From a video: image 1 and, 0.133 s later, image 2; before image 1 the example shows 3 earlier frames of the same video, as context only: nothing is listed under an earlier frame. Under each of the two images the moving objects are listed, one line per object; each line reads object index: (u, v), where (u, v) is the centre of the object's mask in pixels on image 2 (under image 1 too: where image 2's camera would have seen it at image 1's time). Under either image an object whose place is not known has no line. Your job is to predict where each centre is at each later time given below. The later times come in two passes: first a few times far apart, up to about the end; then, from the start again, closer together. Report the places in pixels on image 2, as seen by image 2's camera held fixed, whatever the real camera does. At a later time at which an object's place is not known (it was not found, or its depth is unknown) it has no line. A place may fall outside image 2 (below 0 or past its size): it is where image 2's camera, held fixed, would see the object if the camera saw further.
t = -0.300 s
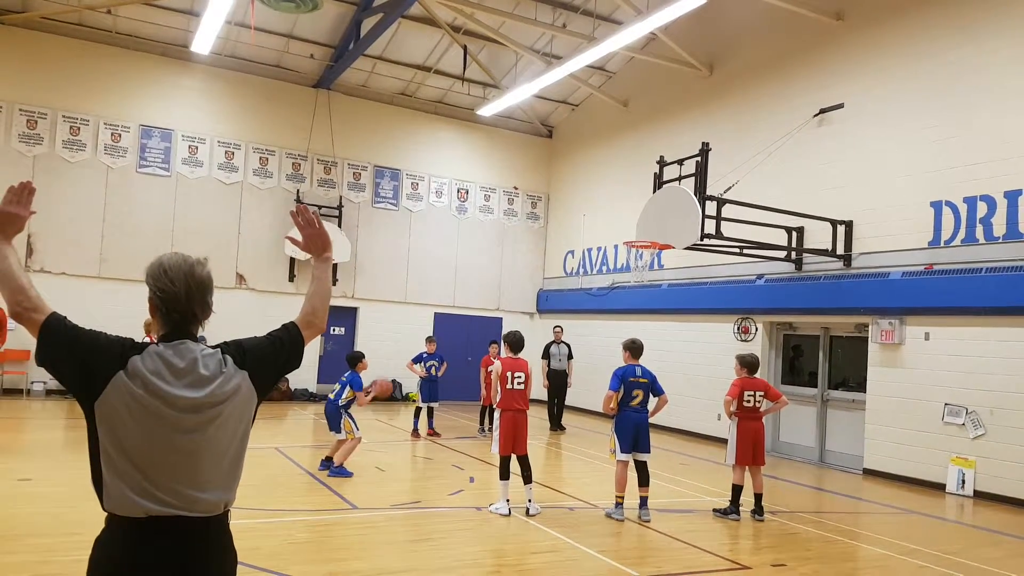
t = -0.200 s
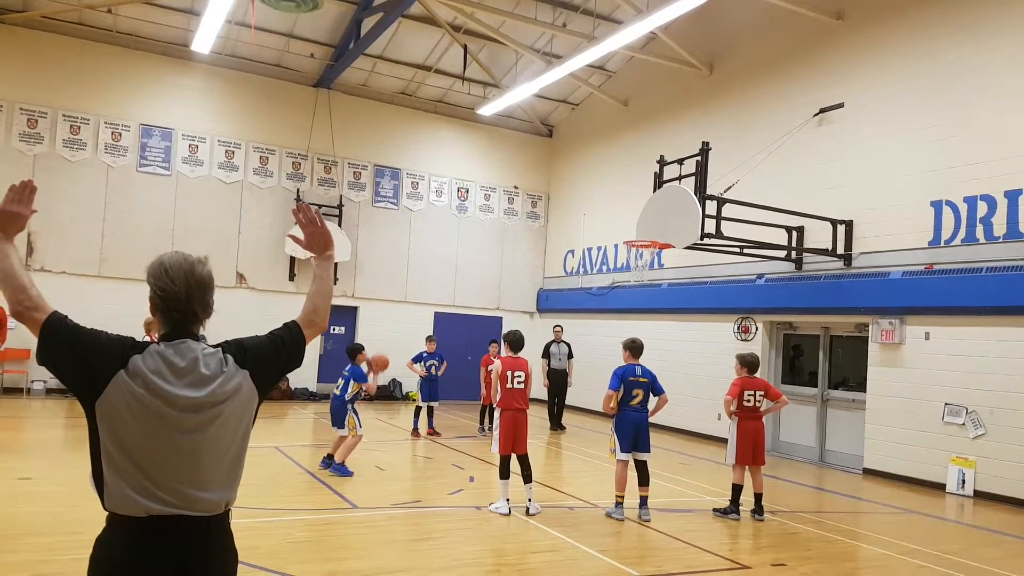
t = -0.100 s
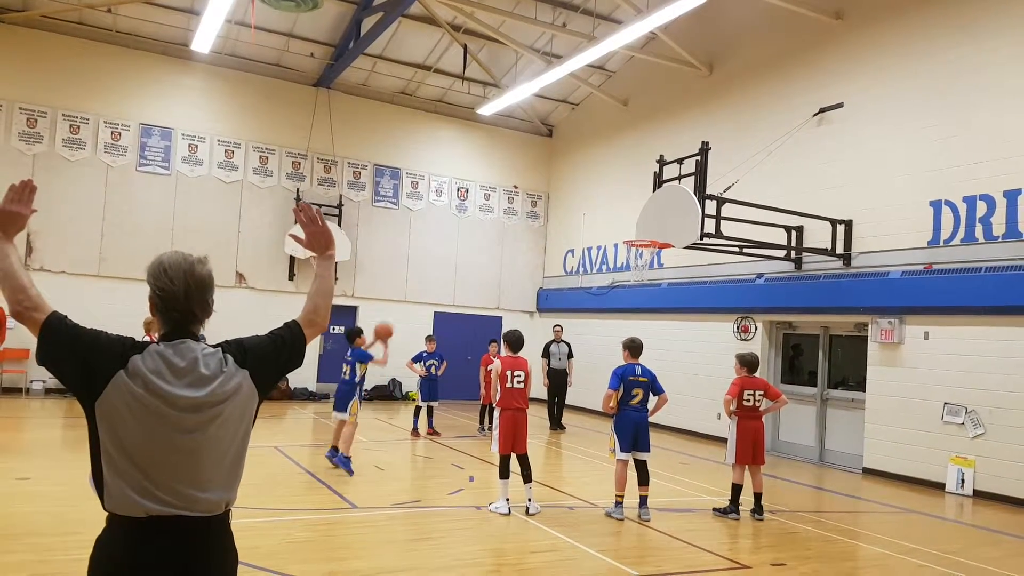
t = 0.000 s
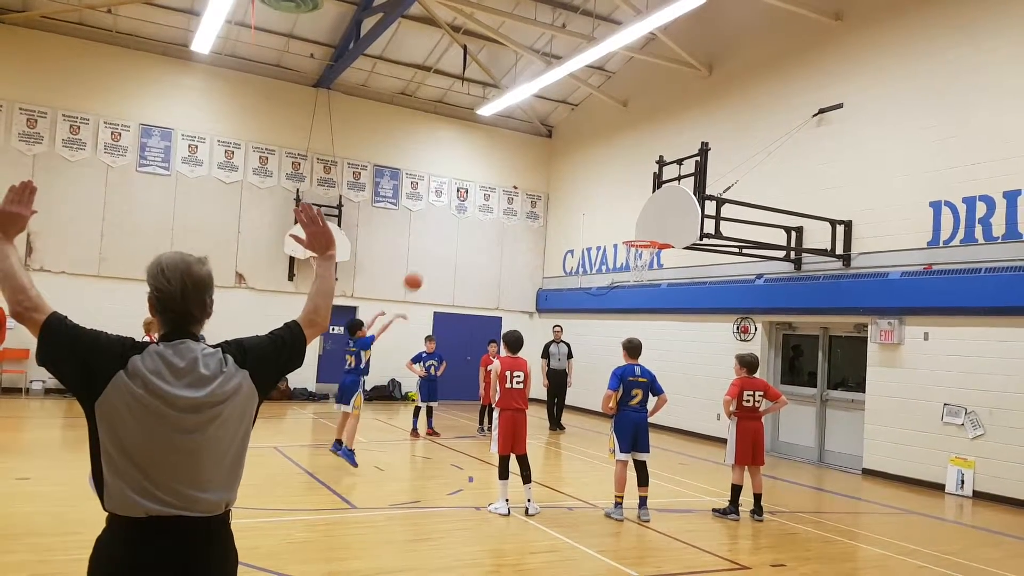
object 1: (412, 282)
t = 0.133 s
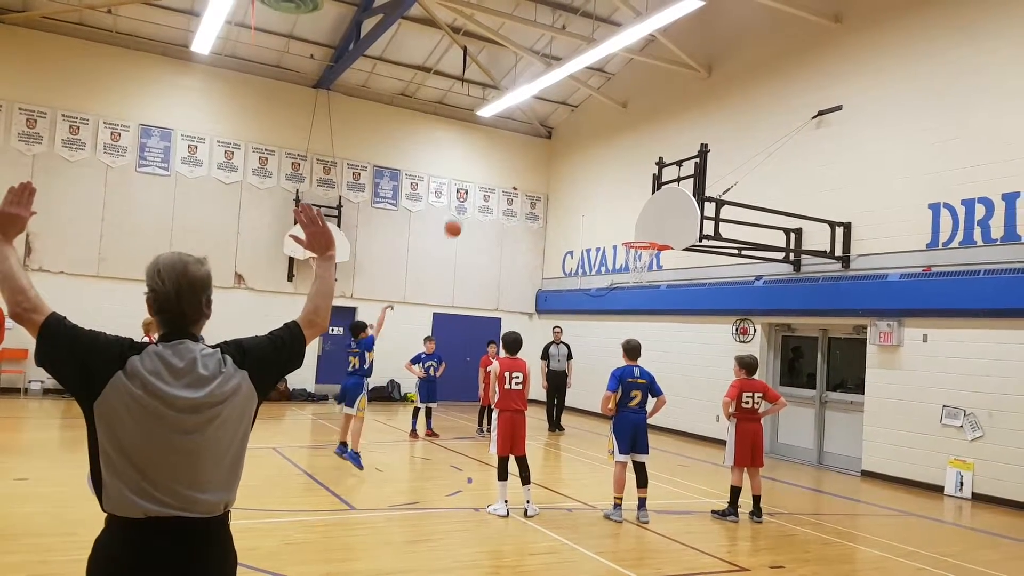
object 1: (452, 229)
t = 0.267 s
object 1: (490, 190)
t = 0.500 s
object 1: (548, 160)
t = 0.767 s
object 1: (606, 176)
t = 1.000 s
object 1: (650, 231)
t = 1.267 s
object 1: (656, 198)
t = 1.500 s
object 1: (651, 200)
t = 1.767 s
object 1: (642, 237)
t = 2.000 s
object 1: (638, 253)
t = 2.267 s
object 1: (636, 272)
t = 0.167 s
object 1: (463, 218)
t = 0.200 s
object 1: (471, 208)
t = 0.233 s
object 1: (481, 199)
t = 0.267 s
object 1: (490, 190)
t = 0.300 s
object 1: (498, 183)
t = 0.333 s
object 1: (507, 177)
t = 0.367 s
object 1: (515, 172)
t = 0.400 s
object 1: (523, 168)
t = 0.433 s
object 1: (531, 165)
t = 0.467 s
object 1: (540, 162)
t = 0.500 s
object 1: (548, 160)
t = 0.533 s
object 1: (555, 159)
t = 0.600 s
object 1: (571, 160)
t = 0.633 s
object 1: (578, 162)
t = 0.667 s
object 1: (586, 164)
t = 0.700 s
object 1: (592, 167)
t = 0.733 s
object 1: (599, 171)
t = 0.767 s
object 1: (606, 176)
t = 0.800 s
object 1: (613, 182)
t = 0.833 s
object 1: (619, 188)
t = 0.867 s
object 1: (626, 195)
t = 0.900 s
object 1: (632, 203)
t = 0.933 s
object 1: (638, 212)
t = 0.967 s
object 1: (645, 221)
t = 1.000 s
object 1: (650, 231)
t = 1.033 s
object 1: (657, 237)
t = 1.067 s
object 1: (659, 228)
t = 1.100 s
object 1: (659, 220)
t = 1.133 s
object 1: (659, 215)
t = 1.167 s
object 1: (658, 209)
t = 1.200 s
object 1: (657, 205)
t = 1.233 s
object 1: (657, 201)
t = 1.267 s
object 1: (656, 198)
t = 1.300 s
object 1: (655, 196)
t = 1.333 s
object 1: (655, 195)
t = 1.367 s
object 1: (654, 194)
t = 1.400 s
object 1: (653, 195)
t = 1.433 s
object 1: (653, 196)
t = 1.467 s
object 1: (652, 198)
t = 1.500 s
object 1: (651, 200)
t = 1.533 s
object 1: (650, 204)
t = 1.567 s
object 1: (649, 208)
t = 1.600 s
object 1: (648, 214)
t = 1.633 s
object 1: (647, 219)
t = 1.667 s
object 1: (646, 226)
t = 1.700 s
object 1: (644, 233)
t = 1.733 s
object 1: (643, 237)
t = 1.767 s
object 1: (642, 237)
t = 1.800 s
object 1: (641, 238)
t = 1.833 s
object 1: (640, 240)
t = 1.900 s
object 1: (640, 247)
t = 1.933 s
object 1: (639, 250)
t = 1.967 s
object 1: (638, 251)
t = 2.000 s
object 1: (638, 253)
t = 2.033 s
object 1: (638, 256)
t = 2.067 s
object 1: (637, 258)
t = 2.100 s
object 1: (638, 260)
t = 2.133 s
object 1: (638, 262)
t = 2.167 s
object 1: (637, 263)
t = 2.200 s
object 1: (637, 264)
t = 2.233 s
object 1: (636, 269)
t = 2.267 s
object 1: (636, 272)
